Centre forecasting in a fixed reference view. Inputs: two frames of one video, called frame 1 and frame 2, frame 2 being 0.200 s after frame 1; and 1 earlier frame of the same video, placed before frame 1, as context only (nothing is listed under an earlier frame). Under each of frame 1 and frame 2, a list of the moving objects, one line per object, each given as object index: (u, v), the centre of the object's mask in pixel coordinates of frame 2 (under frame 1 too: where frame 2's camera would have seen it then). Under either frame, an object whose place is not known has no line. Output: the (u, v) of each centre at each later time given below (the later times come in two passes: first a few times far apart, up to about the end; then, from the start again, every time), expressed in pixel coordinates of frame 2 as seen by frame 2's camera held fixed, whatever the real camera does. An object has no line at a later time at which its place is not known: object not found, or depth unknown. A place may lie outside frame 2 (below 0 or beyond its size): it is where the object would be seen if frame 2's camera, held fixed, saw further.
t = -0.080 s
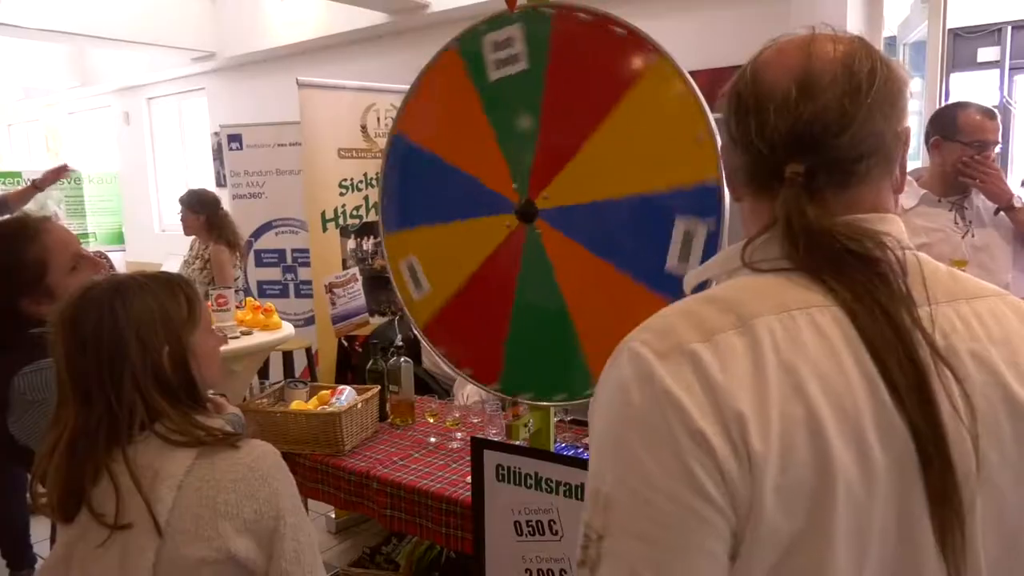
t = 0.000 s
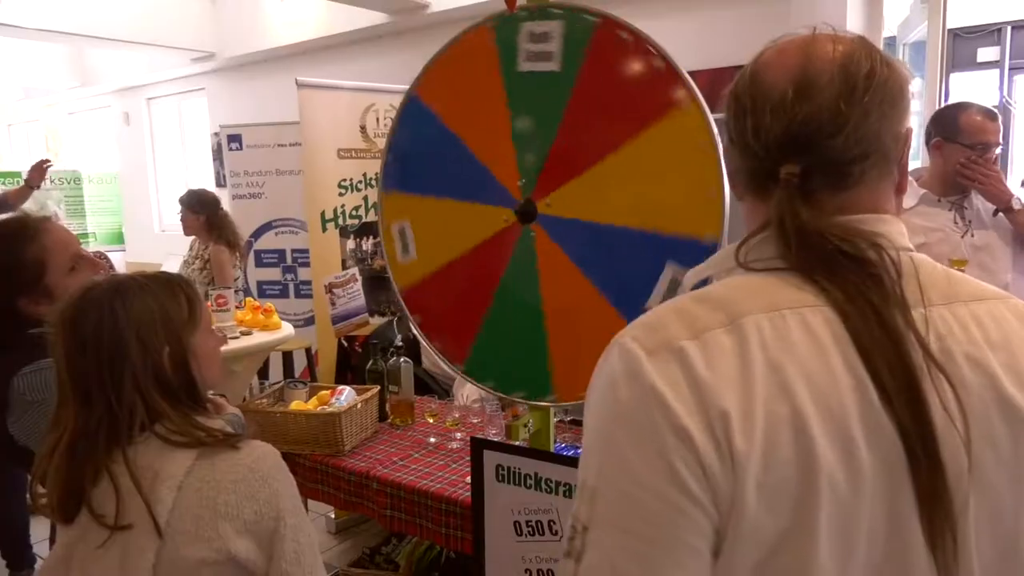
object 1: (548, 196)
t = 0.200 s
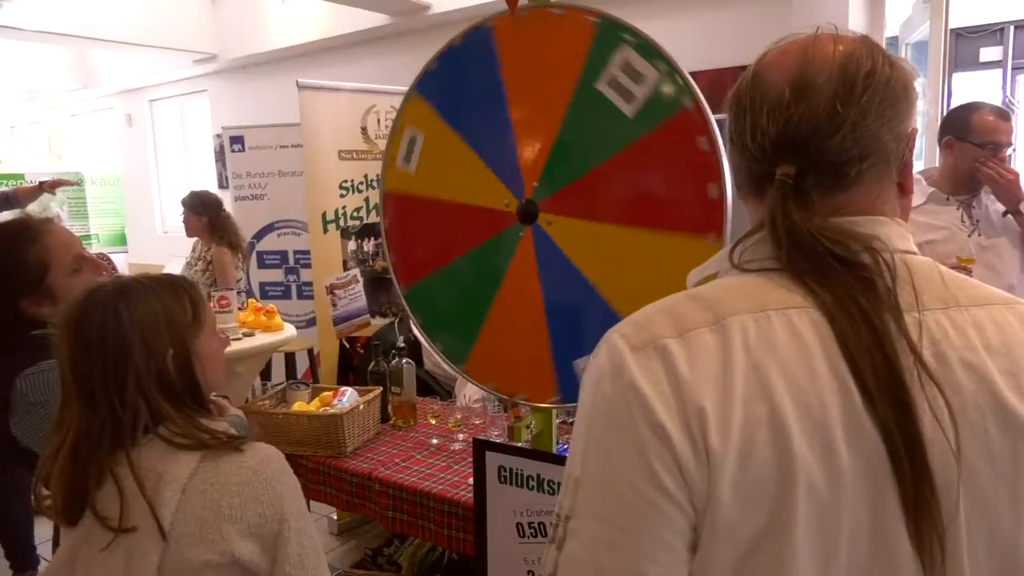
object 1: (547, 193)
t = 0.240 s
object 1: (547, 193)
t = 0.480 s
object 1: (548, 195)
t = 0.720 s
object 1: (549, 204)
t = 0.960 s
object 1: (553, 204)
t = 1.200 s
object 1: (555, 204)
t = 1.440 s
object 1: (554, 204)
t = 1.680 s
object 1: (553, 205)
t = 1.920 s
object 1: (554, 205)
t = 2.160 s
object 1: (553, 205)
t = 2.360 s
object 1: (553, 204)
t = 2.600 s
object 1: (553, 204)
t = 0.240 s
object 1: (547, 193)
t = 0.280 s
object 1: (547, 193)
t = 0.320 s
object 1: (547, 193)
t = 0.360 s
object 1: (547, 193)
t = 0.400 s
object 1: (547, 193)
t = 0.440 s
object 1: (548, 194)
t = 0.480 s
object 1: (548, 195)
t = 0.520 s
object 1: (547, 197)
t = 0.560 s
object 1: (547, 199)
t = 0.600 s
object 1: (547, 200)
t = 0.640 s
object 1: (547, 201)
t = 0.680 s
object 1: (548, 203)
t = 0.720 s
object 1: (549, 204)
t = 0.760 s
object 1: (550, 204)
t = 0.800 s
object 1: (550, 204)
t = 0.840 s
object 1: (551, 204)
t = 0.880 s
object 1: (551, 204)
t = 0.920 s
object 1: (552, 204)
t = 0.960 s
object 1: (553, 204)
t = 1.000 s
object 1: (554, 204)
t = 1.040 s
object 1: (555, 204)
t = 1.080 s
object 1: (555, 204)
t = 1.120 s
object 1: (555, 204)
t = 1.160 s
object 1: (555, 204)
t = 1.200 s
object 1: (555, 204)
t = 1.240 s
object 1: (555, 204)
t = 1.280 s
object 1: (555, 204)
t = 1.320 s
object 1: (554, 204)
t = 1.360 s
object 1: (554, 204)
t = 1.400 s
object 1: (554, 204)
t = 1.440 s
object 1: (554, 204)
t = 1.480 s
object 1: (554, 205)
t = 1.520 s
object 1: (553, 204)
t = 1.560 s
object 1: (553, 204)
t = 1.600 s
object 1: (553, 204)
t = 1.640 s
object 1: (553, 205)
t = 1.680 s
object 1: (553, 205)
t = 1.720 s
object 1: (553, 204)
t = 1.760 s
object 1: (553, 205)
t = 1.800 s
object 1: (553, 205)
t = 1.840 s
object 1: (553, 205)
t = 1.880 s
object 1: (554, 205)
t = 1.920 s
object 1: (554, 205)
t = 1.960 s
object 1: (553, 205)
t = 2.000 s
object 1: (553, 205)
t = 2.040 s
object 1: (553, 205)
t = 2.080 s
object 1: (553, 205)
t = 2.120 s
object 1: (553, 205)
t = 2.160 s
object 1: (553, 205)
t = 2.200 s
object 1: (553, 205)
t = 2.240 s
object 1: (553, 205)
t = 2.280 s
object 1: (553, 205)
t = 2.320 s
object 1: (553, 204)
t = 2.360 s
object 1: (553, 204)
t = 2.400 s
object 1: (553, 204)
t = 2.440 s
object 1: (553, 204)
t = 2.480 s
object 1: (553, 204)
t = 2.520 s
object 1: (553, 204)
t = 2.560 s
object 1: (553, 204)
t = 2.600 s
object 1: (553, 204)
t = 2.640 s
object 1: (553, 204)
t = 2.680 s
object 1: (553, 204)
